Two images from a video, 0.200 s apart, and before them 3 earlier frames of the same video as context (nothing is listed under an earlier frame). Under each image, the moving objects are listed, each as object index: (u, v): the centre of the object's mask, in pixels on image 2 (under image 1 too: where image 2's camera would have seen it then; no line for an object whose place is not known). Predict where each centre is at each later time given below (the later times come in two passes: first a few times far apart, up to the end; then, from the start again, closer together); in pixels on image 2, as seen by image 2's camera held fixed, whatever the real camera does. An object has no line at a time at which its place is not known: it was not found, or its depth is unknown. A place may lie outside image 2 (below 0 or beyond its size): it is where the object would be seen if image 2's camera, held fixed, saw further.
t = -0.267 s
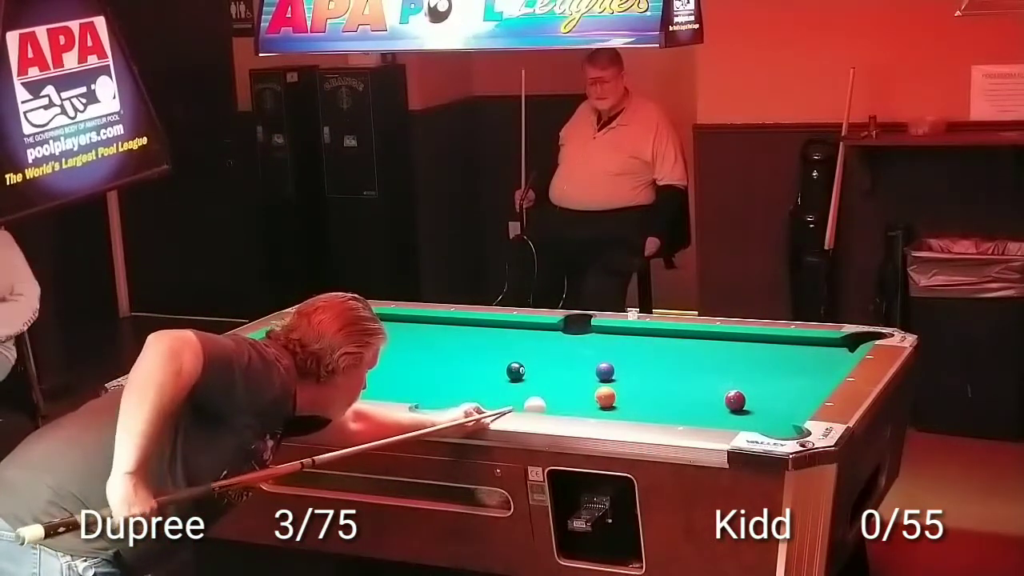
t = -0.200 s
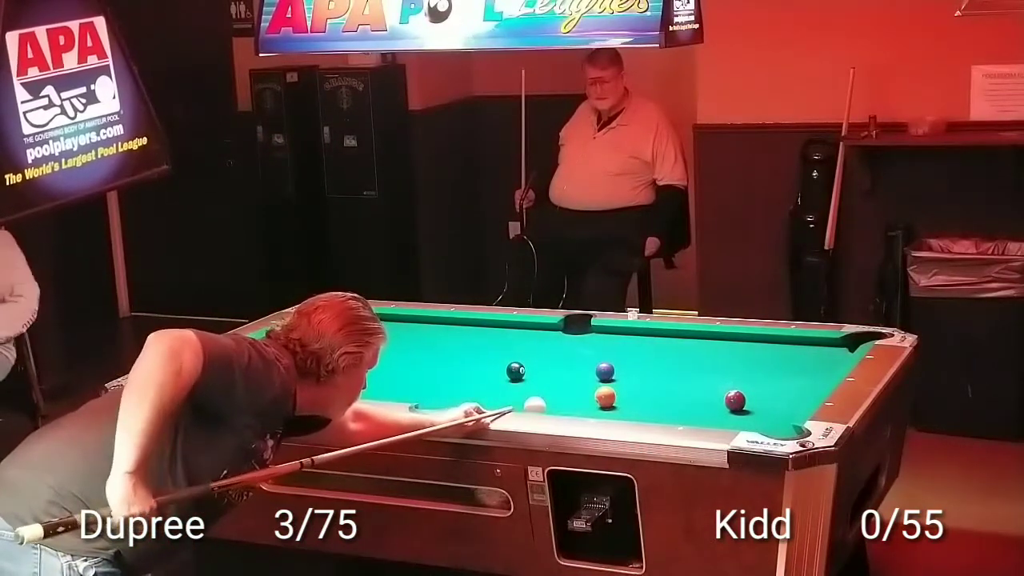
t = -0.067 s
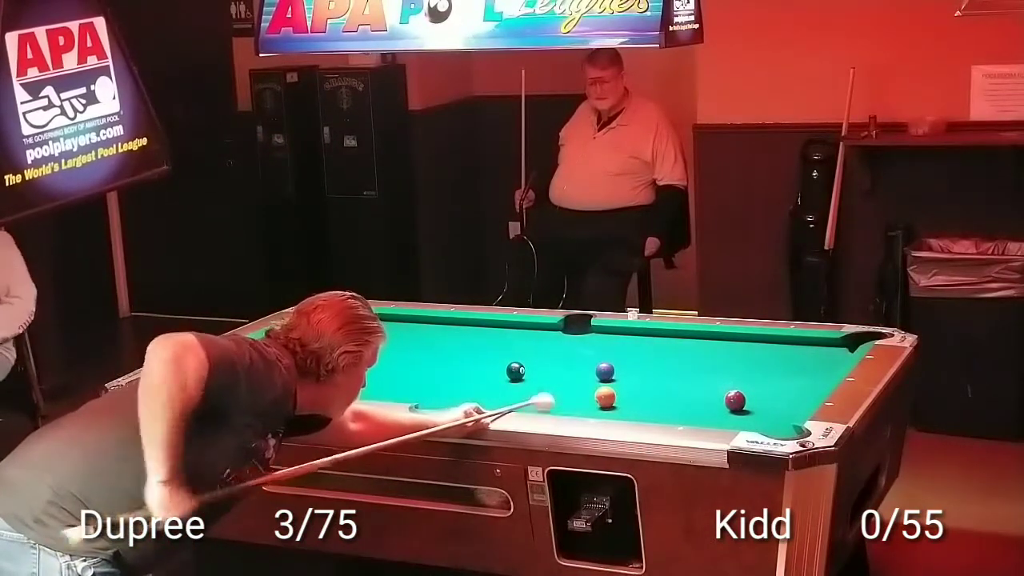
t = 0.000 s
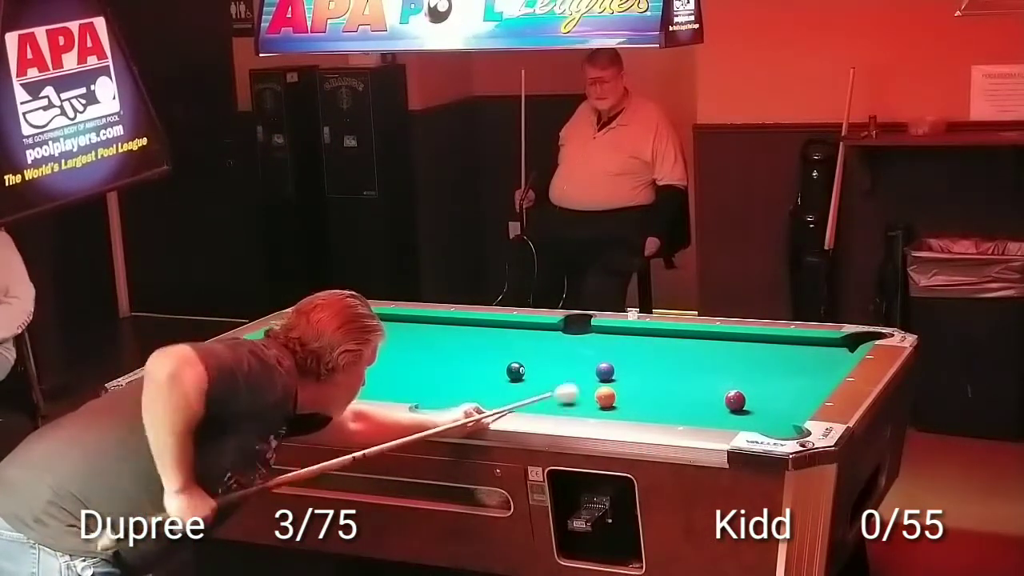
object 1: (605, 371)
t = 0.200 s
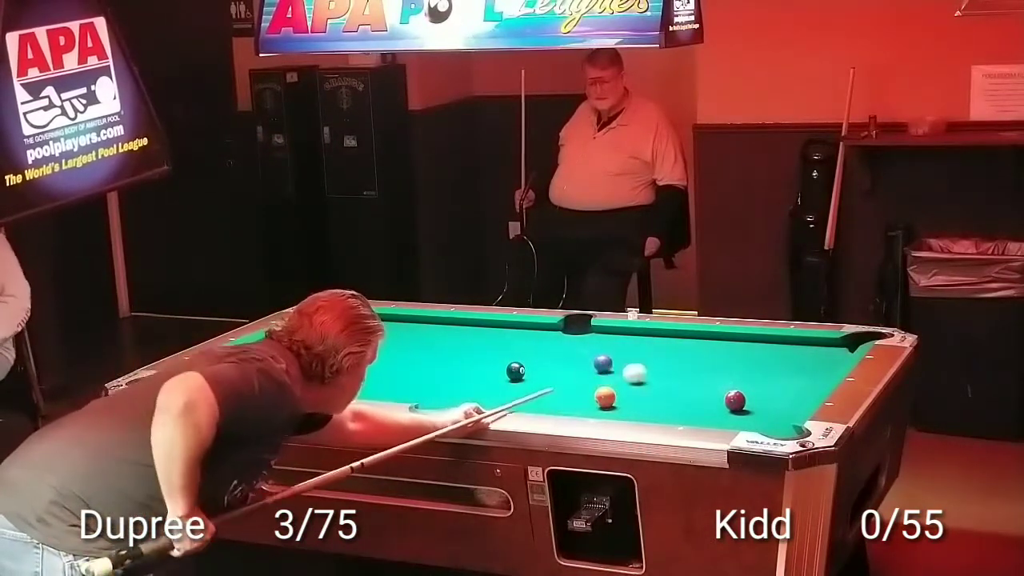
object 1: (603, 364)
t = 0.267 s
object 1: (602, 358)
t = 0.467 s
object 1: (599, 345)
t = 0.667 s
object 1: (596, 332)
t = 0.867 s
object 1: (581, 333)
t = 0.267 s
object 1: (602, 358)
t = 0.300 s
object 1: (601, 356)
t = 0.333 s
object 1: (601, 354)
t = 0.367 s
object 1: (600, 352)
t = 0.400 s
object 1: (599, 348)
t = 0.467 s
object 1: (599, 345)
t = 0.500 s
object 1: (598, 342)
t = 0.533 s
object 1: (598, 340)
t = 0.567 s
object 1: (598, 338)
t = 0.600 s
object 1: (597, 336)
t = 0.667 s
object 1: (596, 332)
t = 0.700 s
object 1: (596, 330)
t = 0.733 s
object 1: (594, 330)
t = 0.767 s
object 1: (591, 330)
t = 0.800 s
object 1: (587, 331)
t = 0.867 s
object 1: (581, 333)
